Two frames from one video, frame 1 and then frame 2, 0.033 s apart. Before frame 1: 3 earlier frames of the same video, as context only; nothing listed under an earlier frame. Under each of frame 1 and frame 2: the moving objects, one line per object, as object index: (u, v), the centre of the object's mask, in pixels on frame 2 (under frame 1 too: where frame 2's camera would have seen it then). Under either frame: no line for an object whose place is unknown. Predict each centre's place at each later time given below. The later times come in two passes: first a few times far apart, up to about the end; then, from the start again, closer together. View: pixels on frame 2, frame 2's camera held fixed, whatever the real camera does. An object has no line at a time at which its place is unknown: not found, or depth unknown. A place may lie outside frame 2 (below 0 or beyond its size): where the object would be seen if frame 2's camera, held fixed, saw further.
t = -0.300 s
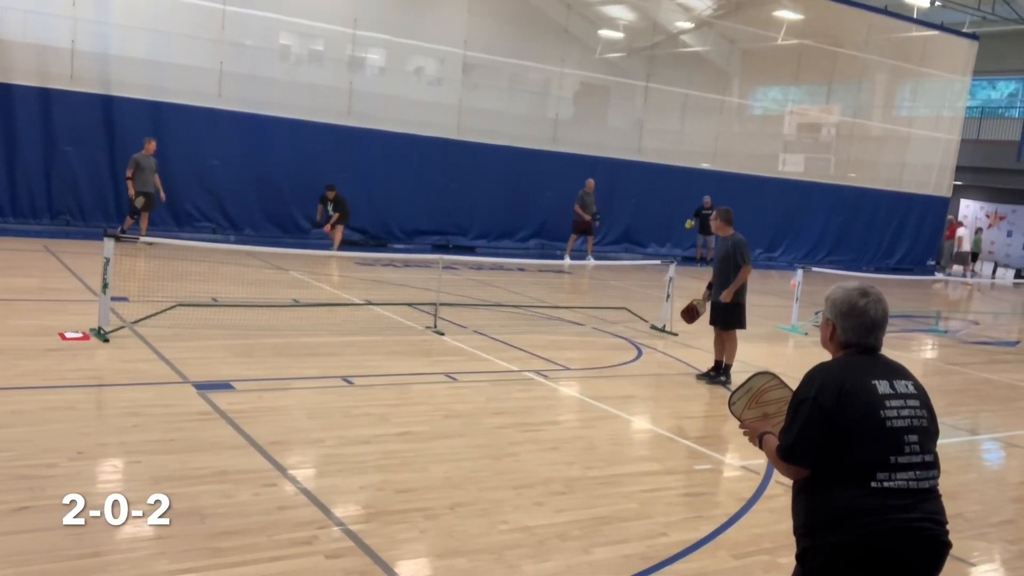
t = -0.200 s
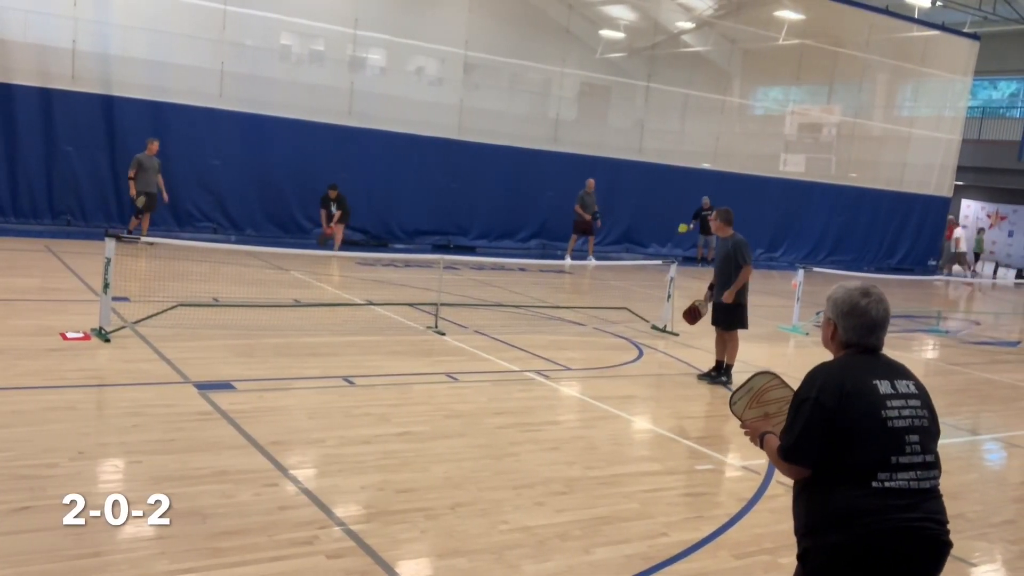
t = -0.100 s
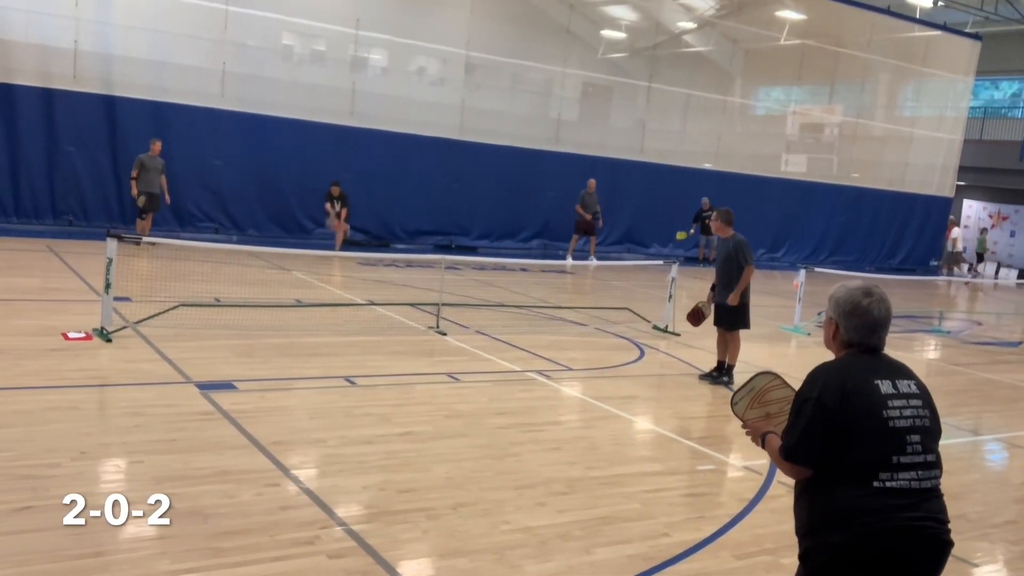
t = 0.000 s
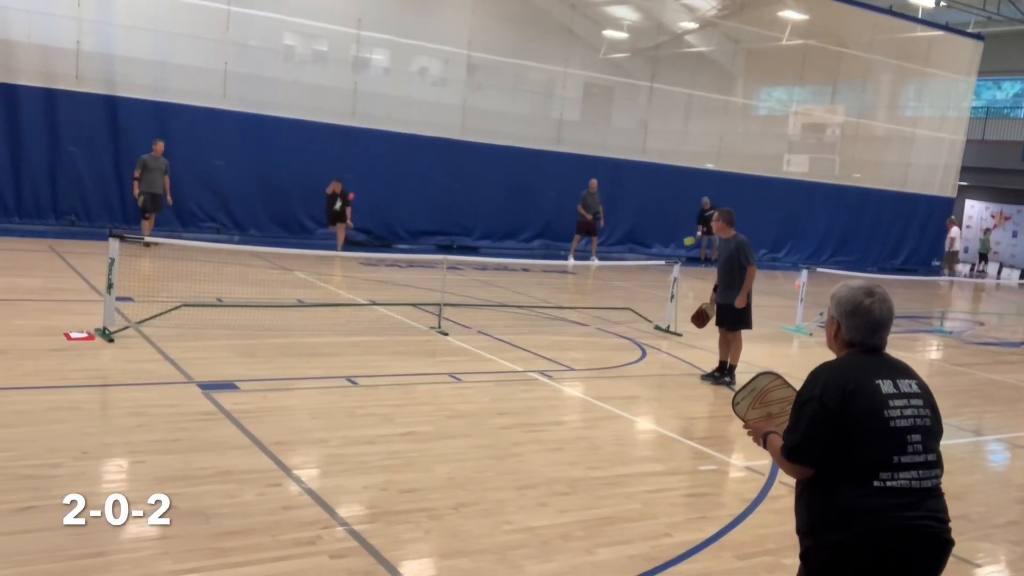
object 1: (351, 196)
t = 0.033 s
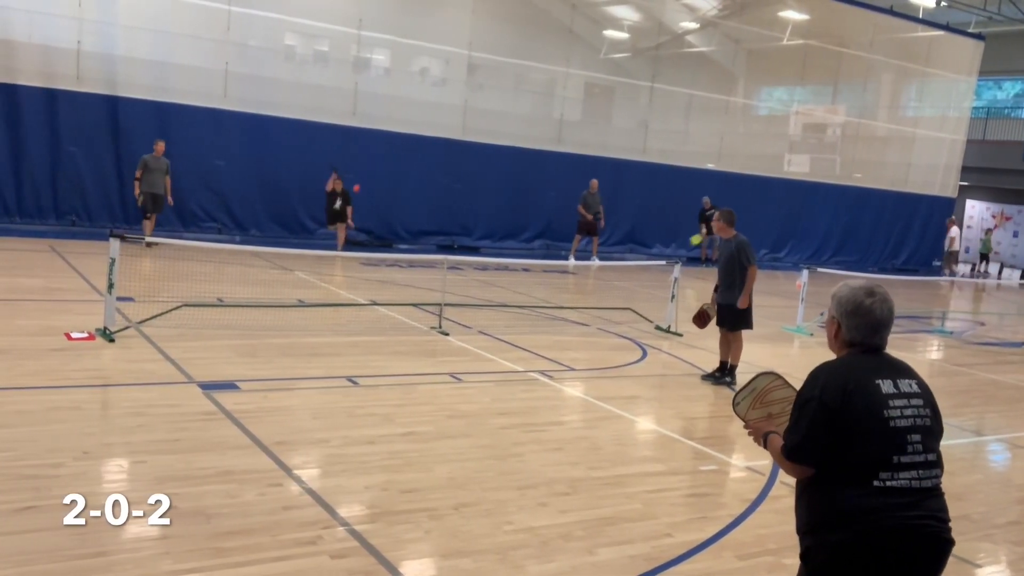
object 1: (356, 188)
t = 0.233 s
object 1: (385, 150)
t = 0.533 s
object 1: (436, 144)
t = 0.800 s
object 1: (493, 230)
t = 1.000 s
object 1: (545, 397)
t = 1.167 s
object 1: (599, 476)
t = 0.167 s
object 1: (375, 160)
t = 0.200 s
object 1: (380, 155)
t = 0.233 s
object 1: (385, 150)
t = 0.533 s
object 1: (436, 144)
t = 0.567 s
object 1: (442, 149)
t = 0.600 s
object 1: (449, 155)
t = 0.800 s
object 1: (493, 230)
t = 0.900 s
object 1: (518, 300)
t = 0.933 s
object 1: (527, 329)
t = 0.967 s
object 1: (535, 362)
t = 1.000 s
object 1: (545, 397)
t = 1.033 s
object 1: (555, 438)
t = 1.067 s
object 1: (565, 482)
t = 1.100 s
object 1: (575, 498)
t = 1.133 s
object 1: (587, 486)
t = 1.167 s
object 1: (599, 476)
